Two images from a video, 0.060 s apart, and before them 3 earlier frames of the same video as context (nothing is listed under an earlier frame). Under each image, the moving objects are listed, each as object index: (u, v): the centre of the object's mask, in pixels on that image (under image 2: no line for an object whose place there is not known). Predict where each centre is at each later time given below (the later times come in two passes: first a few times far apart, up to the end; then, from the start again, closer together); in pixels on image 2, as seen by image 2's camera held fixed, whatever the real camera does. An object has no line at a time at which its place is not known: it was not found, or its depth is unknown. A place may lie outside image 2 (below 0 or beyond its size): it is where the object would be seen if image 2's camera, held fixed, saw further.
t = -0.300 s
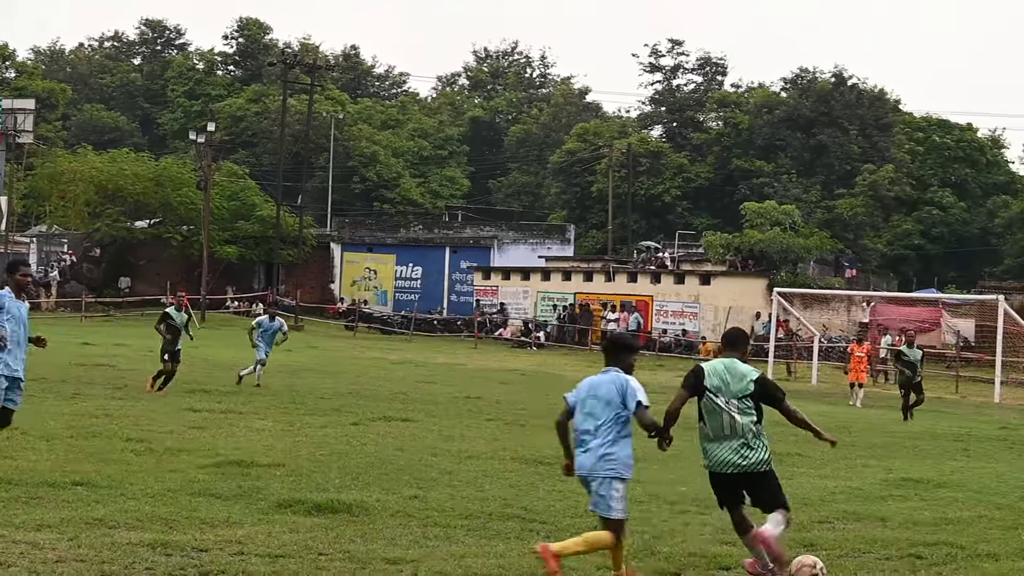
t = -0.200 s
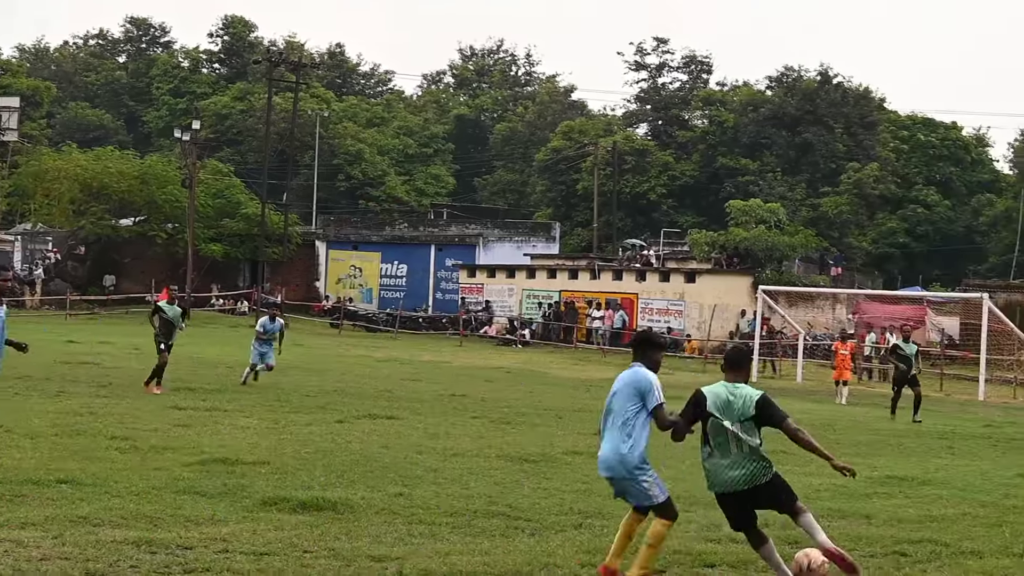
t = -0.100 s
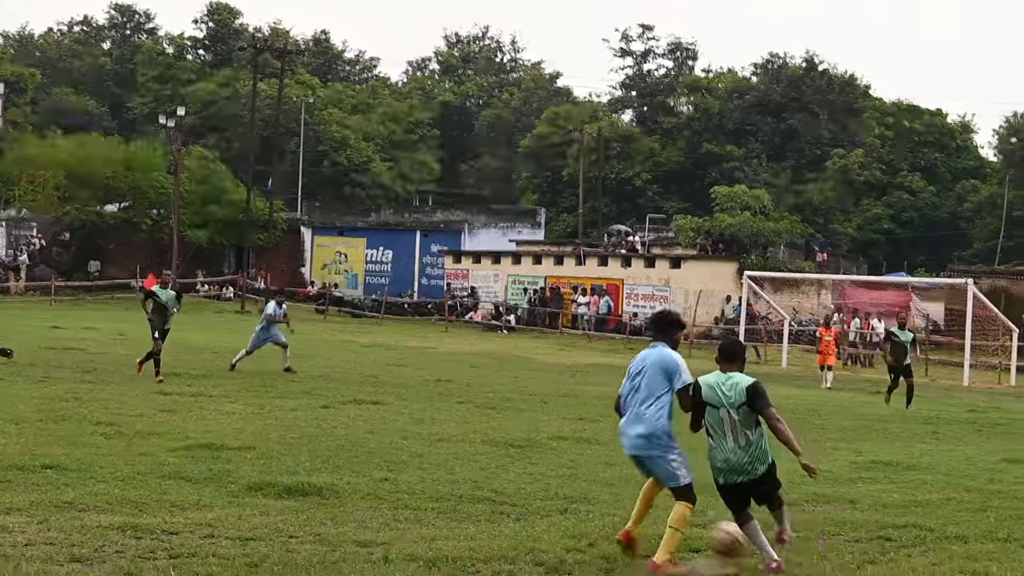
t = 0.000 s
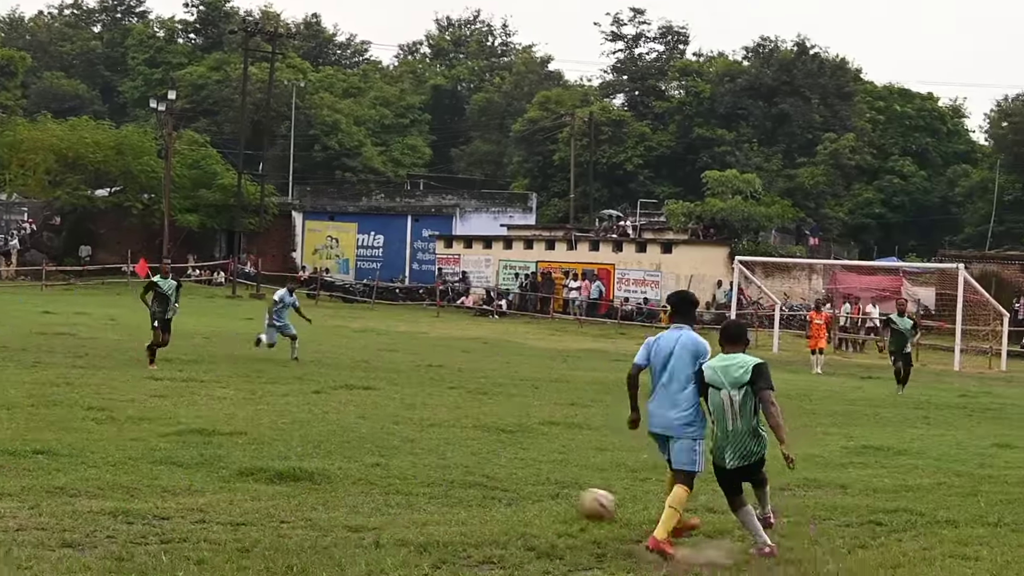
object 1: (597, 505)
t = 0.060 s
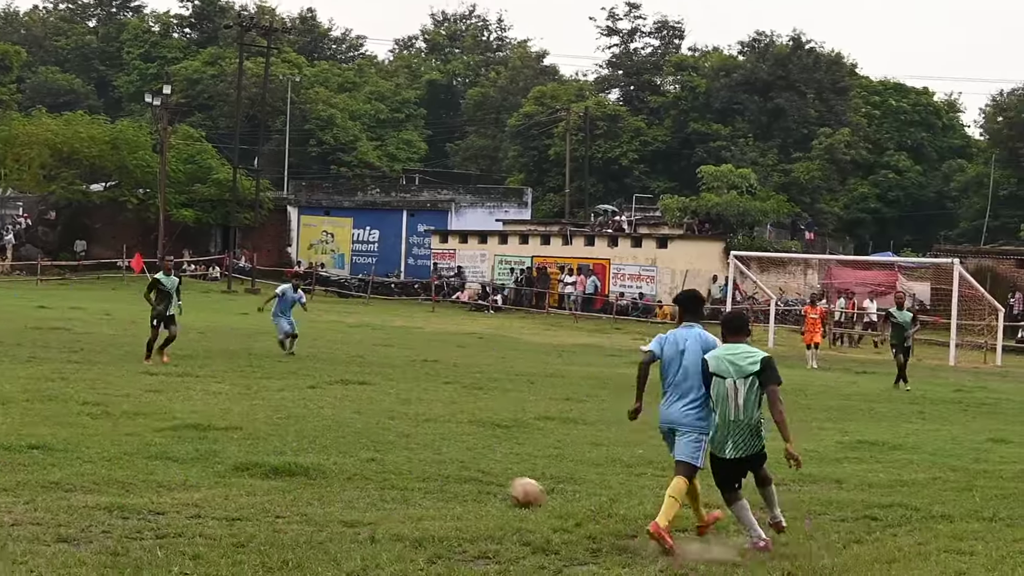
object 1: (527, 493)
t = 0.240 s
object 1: (384, 450)
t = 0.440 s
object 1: (260, 427)
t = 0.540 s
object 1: (209, 415)
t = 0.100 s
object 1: (494, 480)
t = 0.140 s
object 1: (461, 467)
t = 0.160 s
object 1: (445, 462)
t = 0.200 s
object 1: (414, 456)
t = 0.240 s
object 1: (384, 450)
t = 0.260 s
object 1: (370, 449)
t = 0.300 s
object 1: (342, 448)
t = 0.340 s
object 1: (314, 448)
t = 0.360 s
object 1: (302, 446)
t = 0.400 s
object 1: (282, 438)
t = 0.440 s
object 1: (260, 427)
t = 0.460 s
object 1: (250, 424)
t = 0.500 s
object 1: (229, 418)
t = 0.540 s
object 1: (209, 415)
